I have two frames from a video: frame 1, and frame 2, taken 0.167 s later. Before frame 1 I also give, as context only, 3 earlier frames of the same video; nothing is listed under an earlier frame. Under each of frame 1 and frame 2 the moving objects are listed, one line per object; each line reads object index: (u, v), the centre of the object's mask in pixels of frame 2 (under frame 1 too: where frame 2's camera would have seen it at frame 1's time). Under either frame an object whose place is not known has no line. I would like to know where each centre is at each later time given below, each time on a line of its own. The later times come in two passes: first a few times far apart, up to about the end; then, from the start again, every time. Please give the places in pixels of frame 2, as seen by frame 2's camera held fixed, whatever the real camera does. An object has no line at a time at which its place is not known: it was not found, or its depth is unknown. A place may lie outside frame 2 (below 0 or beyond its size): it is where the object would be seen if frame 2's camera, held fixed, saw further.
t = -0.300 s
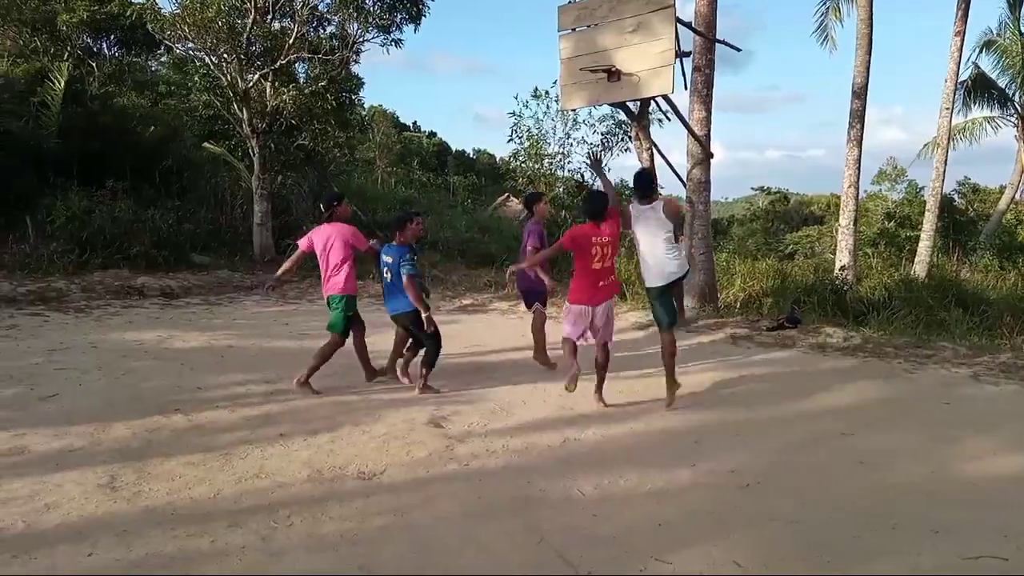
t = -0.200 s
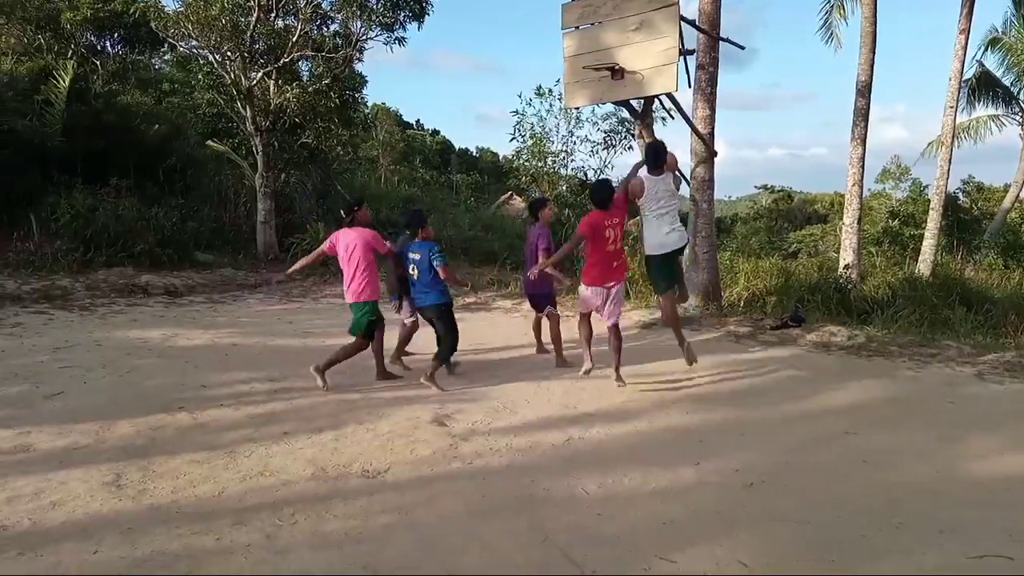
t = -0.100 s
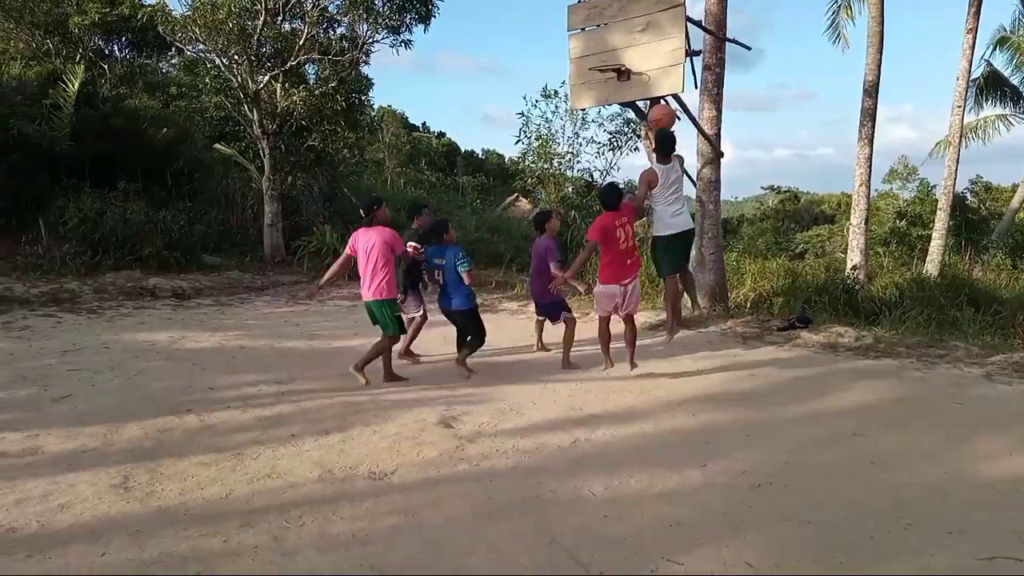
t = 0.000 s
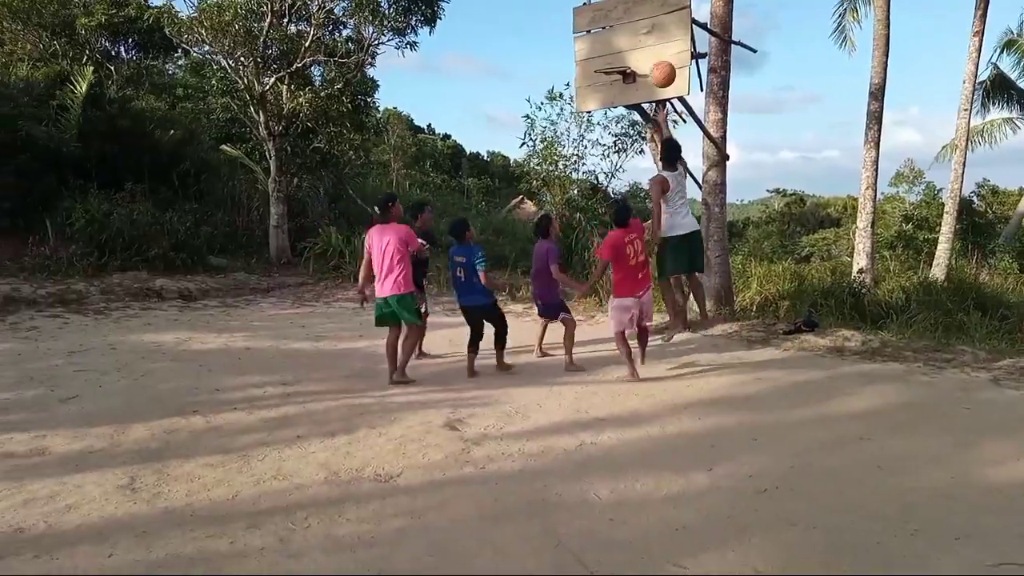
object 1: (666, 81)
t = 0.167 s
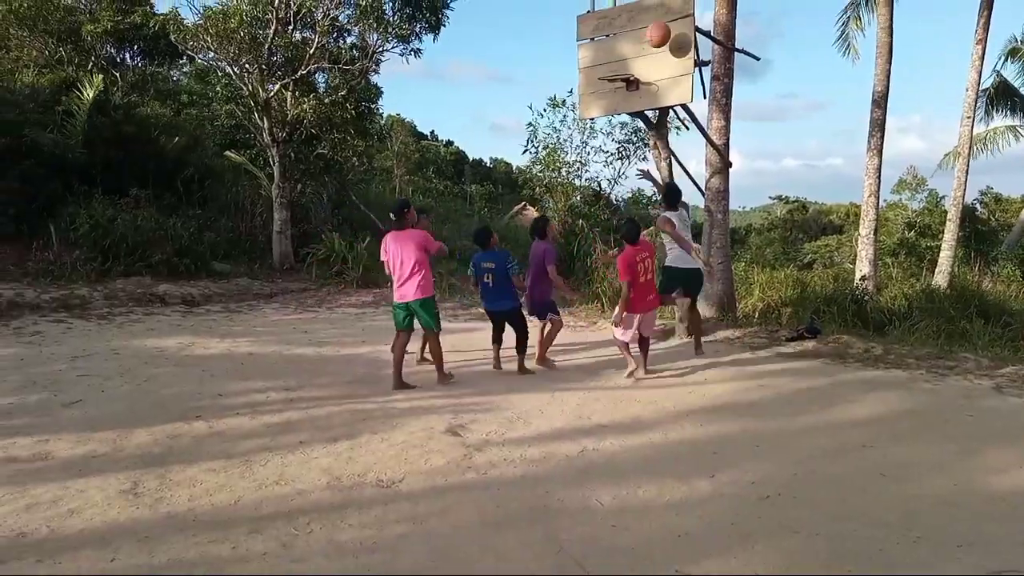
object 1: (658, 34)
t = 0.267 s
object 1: (650, 21)
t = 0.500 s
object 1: (604, 23)
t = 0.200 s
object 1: (657, 30)
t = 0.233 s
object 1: (656, 27)
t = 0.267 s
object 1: (650, 21)
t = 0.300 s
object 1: (643, 17)
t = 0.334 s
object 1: (636, 15)
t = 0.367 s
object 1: (630, 14)
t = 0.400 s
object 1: (625, 15)
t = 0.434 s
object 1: (618, 17)
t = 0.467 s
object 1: (611, 19)
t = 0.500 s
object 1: (604, 23)
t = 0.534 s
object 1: (598, 27)
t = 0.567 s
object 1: (591, 34)
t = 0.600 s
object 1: (585, 42)
